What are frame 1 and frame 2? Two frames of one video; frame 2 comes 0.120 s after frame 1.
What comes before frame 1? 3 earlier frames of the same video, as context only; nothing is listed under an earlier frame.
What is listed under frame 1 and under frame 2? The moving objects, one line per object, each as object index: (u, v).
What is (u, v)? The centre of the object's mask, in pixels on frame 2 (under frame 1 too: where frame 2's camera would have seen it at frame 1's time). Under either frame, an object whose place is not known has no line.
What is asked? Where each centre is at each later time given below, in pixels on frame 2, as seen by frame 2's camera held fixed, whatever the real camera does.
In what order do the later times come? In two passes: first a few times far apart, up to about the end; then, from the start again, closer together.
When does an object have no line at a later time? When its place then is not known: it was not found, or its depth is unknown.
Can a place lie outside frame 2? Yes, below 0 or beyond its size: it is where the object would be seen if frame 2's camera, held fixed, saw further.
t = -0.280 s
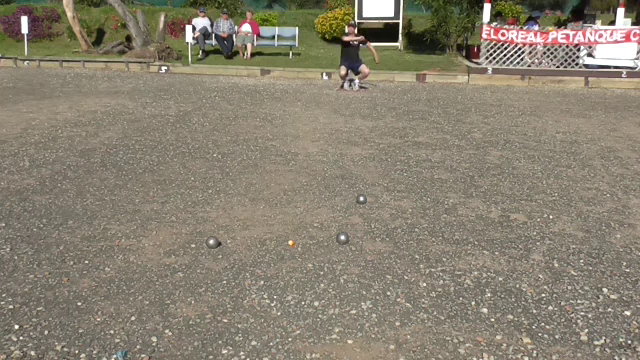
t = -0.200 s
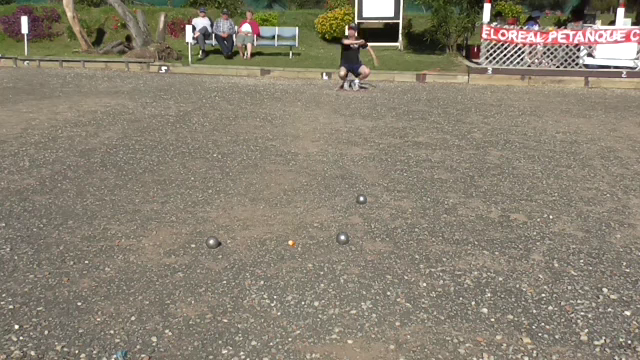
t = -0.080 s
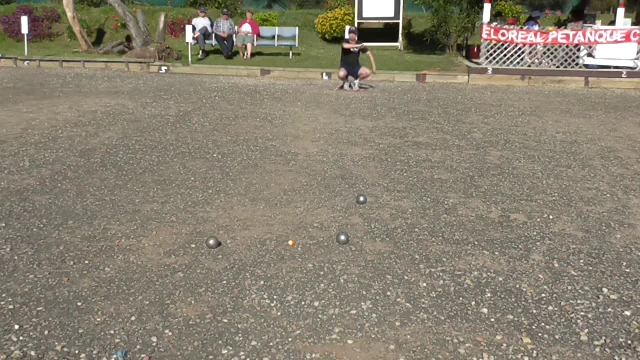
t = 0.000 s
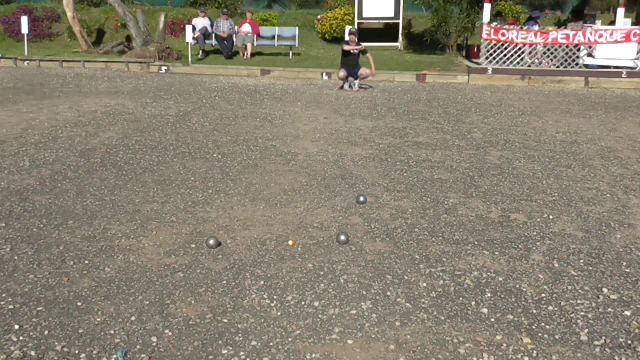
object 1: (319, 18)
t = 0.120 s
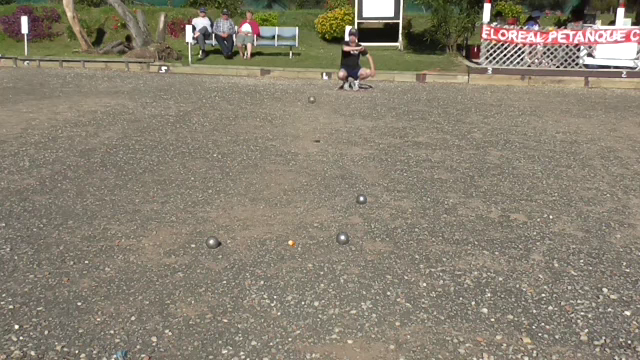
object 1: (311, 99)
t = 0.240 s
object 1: (305, 157)
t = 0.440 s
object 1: (296, 163)
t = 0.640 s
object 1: (286, 185)
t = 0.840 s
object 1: (277, 195)
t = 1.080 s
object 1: (270, 208)
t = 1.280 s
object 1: (270, 220)
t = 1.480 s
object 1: (272, 230)
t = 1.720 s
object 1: (277, 241)
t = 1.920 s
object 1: (280, 249)
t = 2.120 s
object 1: (281, 254)
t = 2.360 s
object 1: (286, 260)
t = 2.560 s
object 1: (286, 260)
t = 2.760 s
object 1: (286, 260)
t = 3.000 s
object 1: (284, 259)
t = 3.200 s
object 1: (285, 258)
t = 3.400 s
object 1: (285, 259)
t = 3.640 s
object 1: (285, 259)
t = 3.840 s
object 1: (285, 259)
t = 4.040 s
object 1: (285, 259)
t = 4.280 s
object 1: (285, 259)
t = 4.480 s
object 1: (285, 259)
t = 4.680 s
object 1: (285, 259)
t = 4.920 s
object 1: (285, 259)
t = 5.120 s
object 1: (285, 258)
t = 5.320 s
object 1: (285, 259)
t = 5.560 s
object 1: (285, 259)
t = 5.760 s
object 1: (285, 259)
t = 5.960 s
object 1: (285, 259)
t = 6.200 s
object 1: (285, 258)
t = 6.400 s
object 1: (285, 259)
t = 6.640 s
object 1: (285, 258)
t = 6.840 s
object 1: (285, 258)
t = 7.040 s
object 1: (285, 258)
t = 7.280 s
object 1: (285, 258)
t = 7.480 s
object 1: (285, 258)
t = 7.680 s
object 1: (286, 259)
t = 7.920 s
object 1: (286, 259)
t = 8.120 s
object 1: (286, 259)
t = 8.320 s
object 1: (286, 259)
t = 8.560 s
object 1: (286, 259)
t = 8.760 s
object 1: (286, 259)
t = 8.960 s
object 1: (285, 258)
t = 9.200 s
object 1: (285, 259)
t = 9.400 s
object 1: (285, 258)
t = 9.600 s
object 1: (285, 258)
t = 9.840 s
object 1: (285, 258)
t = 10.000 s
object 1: (285, 259)
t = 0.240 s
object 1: (305, 157)
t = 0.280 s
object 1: (304, 156)
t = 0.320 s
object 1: (302, 154)
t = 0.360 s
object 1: (300, 155)
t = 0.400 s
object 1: (297, 158)
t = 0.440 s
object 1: (296, 163)
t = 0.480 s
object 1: (294, 172)
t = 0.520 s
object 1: (292, 178)
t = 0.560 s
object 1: (290, 180)
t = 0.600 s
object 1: (288, 182)
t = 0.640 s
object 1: (286, 185)
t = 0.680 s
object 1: (284, 187)
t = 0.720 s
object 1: (283, 189)
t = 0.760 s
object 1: (280, 192)
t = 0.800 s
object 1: (279, 193)
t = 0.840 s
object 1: (277, 195)
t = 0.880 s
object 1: (275, 199)
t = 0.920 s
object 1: (274, 201)
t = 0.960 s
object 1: (273, 203)
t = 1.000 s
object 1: (272, 204)
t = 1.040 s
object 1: (271, 207)
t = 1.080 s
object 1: (270, 208)
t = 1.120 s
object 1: (269, 211)
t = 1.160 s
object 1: (269, 214)
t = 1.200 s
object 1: (269, 216)
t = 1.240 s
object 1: (269, 218)
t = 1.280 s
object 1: (270, 220)
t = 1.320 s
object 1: (270, 222)
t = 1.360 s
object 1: (270, 224)
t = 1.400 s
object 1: (271, 227)
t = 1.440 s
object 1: (271, 229)
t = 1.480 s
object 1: (272, 230)
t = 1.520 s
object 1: (272, 232)
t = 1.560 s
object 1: (273, 234)
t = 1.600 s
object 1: (274, 235)
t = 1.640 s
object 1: (275, 238)
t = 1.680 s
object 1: (276, 239)
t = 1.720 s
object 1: (277, 241)
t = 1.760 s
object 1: (277, 244)
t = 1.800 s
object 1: (278, 245)
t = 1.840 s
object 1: (279, 246)
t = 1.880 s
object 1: (280, 247)
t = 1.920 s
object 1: (280, 249)
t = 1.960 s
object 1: (280, 250)
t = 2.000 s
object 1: (280, 251)
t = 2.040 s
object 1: (280, 252)
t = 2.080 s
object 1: (280, 254)
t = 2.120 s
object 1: (281, 254)
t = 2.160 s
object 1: (281, 255)
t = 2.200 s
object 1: (281, 256)
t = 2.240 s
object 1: (283, 257)
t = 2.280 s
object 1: (284, 258)
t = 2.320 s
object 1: (285, 260)
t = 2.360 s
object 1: (286, 260)
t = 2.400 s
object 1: (286, 260)
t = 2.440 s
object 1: (286, 260)
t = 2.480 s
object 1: (286, 260)
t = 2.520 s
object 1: (286, 261)
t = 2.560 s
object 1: (286, 260)
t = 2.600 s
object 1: (286, 260)
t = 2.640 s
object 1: (286, 261)
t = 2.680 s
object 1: (286, 260)
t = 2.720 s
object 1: (286, 260)
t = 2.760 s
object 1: (286, 260)
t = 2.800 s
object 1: (285, 260)
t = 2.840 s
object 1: (285, 260)
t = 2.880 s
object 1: (285, 260)
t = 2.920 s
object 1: (285, 260)
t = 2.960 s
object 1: (285, 259)
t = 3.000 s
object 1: (284, 259)
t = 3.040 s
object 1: (284, 259)
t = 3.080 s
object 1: (284, 259)
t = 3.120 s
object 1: (285, 259)
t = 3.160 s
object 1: (285, 258)
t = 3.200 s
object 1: (285, 258)
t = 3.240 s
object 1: (286, 259)
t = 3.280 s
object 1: (286, 259)
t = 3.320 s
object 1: (285, 259)
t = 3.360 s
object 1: (285, 259)
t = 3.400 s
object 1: (285, 259)
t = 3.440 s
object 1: (286, 258)
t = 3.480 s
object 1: (286, 258)
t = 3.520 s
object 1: (285, 259)
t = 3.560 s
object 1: (285, 259)
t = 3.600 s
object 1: (285, 259)
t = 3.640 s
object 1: (285, 259)
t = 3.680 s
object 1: (285, 259)
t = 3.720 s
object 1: (285, 259)
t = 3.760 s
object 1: (285, 259)
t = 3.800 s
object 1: (285, 259)
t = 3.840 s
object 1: (285, 259)
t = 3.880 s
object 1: (285, 259)
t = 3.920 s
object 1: (285, 259)
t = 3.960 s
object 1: (285, 259)
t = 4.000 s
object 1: (285, 259)
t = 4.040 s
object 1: (285, 259)
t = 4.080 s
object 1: (285, 259)
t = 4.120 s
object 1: (285, 259)
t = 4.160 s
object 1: (285, 258)
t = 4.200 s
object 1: (285, 258)
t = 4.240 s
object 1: (285, 258)
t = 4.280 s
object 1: (285, 259)
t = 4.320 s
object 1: (285, 259)
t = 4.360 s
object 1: (285, 259)
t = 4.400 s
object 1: (285, 259)
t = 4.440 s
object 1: (285, 259)
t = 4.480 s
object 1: (285, 259)
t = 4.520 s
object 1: (285, 259)
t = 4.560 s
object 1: (285, 259)
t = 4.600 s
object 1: (285, 259)
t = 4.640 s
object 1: (285, 259)
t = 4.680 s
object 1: (285, 259)
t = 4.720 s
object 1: (285, 259)
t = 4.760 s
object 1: (285, 259)
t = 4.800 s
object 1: (285, 259)
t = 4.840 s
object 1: (285, 259)
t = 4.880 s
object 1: (285, 259)
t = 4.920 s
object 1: (285, 259)
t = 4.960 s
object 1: (285, 258)
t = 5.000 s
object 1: (285, 258)
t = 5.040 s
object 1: (285, 258)
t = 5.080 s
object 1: (285, 258)
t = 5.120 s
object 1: (285, 258)
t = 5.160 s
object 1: (285, 258)
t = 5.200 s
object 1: (285, 259)
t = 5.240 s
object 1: (285, 259)
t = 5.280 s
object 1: (285, 259)
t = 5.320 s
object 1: (285, 259)
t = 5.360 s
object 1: (285, 259)
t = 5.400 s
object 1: (285, 259)
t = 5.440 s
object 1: (285, 259)
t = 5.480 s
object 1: (285, 259)
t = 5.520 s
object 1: (285, 259)
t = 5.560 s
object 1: (285, 259)
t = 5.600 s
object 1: (285, 259)
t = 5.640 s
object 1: (285, 259)
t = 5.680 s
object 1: (285, 259)
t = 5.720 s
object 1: (285, 259)
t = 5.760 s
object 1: (285, 259)
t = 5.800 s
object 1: (285, 259)
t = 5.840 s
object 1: (285, 259)
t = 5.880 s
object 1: (285, 259)
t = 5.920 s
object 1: (285, 259)
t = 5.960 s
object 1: (285, 259)
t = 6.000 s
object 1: (285, 259)
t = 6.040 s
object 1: (285, 259)
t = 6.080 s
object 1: (285, 258)
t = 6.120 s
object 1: (285, 259)
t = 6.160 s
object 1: (285, 258)
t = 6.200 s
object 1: (285, 258)
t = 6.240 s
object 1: (285, 258)
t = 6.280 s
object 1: (285, 258)
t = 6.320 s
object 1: (285, 258)
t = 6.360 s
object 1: (285, 258)
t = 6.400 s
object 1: (285, 259)
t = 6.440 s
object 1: (285, 258)
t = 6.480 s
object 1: (285, 258)
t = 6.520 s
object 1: (285, 258)
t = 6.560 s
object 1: (285, 258)
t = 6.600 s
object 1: (285, 258)
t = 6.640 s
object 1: (285, 258)
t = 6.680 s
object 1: (285, 258)
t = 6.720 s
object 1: (285, 258)
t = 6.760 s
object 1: (285, 258)
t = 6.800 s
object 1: (285, 258)
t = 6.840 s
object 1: (285, 258)
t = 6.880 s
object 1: (285, 258)
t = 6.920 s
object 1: (285, 258)
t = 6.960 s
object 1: (285, 258)
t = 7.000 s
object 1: (285, 258)
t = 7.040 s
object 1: (285, 258)
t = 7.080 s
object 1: (285, 258)
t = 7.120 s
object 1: (285, 258)
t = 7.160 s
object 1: (285, 258)
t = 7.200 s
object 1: (285, 258)
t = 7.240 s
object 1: (285, 258)
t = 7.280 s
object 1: (285, 258)
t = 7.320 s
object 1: (285, 258)
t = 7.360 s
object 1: (285, 258)
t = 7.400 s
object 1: (285, 258)
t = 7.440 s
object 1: (285, 258)
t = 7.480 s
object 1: (285, 258)
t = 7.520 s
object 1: (285, 258)
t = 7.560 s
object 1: (285, 258)
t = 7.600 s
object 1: (285, 259)
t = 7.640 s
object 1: (286, 259)
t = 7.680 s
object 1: (286, 259)
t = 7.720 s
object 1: (286, 259)
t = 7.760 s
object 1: (286, 259)
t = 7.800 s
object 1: (286, 259)
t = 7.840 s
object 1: (286, 259)
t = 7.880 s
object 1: (286, 259)
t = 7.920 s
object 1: (286, 259)
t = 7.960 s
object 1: (286, 259)
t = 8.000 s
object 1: (286, 259)
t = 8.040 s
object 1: (286, 259)
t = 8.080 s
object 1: (286, 259)
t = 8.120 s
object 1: (286, 259)
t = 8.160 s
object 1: (286, 259)
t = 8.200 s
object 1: (285, 259)
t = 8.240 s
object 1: (285, 259)
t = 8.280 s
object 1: (285, 259)
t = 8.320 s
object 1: (286, 259)
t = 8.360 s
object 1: (286, 259)
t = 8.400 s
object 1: (285, 259)
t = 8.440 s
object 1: (285, 259)
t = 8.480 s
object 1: (285, 259)
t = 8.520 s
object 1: (286, 259)
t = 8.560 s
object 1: (286, 259)
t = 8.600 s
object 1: (286, 259)
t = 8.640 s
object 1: (286, 259)
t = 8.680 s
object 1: (286, 259)
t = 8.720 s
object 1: (286, 259)
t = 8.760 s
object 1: (286, 259)
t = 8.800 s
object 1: (286, 259)
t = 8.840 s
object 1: (286, 259)
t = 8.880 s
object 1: (285, 258)
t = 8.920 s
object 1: (285, 258)
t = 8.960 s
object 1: (285, 258)
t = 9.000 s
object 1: (285, 258)
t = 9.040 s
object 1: (285, 258)
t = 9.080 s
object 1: (285, 259)
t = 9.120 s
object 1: (285, 258)
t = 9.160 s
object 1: (285, 258)
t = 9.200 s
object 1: (285, 259)
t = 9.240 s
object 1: (285, 258)
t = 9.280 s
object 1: (285, 258)
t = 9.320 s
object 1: (285, 259)
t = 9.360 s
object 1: (285, 258)
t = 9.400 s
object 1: (285, 258)
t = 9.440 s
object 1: (285, 258)
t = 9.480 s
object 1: (285, 258)
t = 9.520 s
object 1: (285, 258)
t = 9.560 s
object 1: (285, 258)
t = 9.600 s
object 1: (285, 258)
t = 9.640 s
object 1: (285, 258)
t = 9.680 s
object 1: (285, 258)
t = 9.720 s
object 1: (285, 258)
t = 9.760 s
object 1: (285, 258)
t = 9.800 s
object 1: (285, 258)
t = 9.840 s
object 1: (285, 258)
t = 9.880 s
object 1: (285, 258)
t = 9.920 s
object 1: (285, 258)
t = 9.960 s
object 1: (285, 258)
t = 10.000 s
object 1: (285, 259)
